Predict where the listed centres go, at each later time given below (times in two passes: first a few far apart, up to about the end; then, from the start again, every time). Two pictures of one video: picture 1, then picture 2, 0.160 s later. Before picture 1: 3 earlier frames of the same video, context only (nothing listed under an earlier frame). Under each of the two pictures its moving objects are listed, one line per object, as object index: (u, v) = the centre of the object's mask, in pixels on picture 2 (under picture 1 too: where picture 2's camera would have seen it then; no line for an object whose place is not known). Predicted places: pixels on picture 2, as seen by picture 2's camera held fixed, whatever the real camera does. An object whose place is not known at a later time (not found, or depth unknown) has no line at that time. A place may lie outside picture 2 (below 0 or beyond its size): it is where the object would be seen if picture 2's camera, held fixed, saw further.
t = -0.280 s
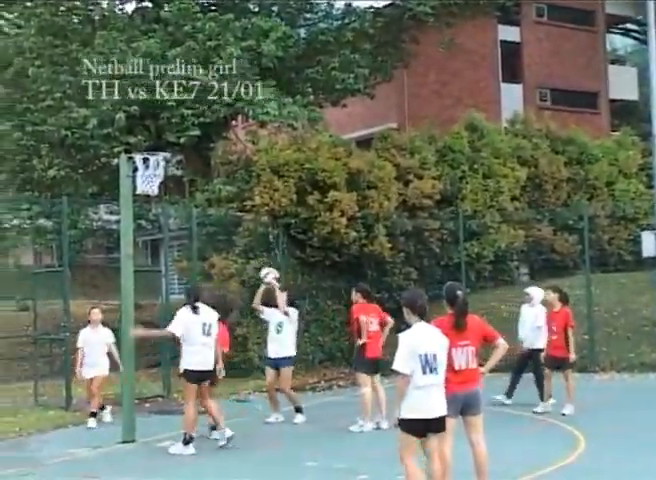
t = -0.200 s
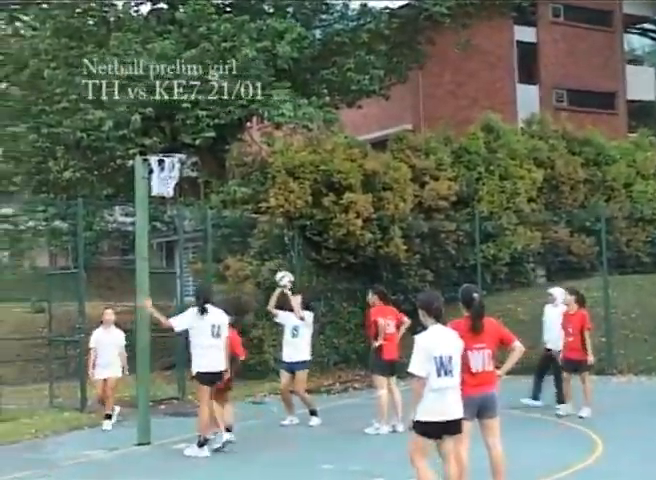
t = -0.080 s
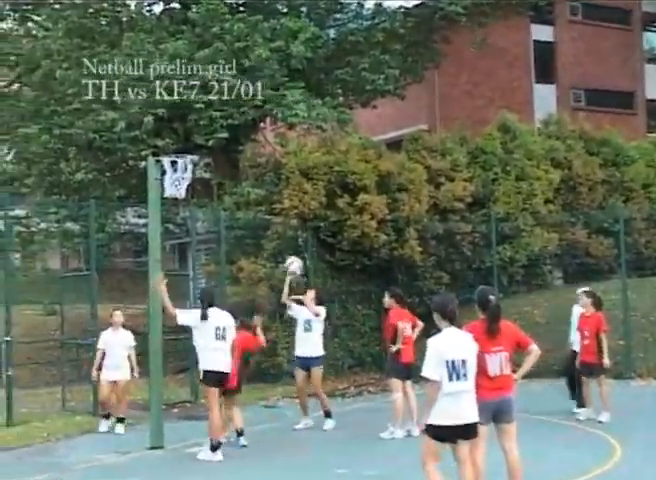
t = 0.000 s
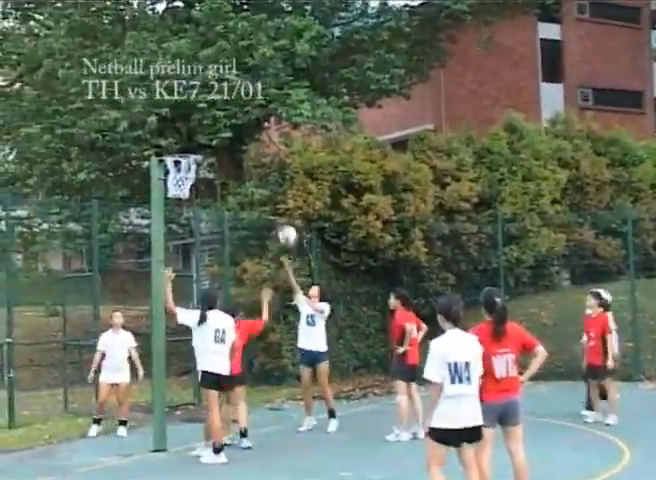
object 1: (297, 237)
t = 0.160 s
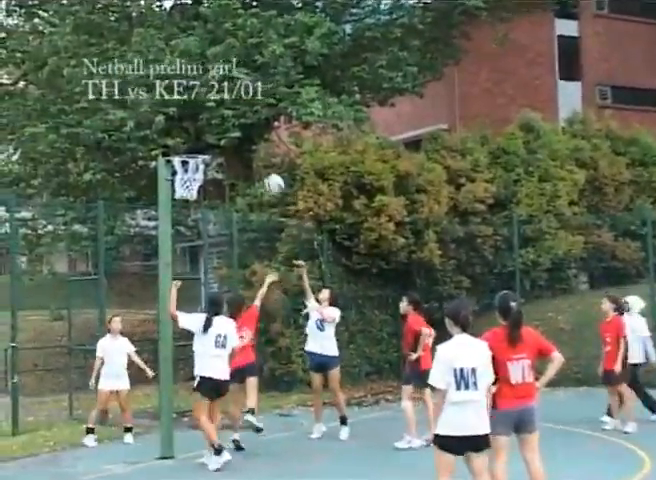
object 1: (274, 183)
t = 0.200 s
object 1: (268, 172)
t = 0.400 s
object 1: (237, 140)
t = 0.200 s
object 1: (268, 172)
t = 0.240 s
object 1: (262, 165)
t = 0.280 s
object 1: (255, 157)
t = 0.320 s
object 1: (250, 151)
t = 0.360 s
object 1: (243, 146)
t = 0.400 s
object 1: (237, 140)
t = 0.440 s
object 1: (231, 138)
